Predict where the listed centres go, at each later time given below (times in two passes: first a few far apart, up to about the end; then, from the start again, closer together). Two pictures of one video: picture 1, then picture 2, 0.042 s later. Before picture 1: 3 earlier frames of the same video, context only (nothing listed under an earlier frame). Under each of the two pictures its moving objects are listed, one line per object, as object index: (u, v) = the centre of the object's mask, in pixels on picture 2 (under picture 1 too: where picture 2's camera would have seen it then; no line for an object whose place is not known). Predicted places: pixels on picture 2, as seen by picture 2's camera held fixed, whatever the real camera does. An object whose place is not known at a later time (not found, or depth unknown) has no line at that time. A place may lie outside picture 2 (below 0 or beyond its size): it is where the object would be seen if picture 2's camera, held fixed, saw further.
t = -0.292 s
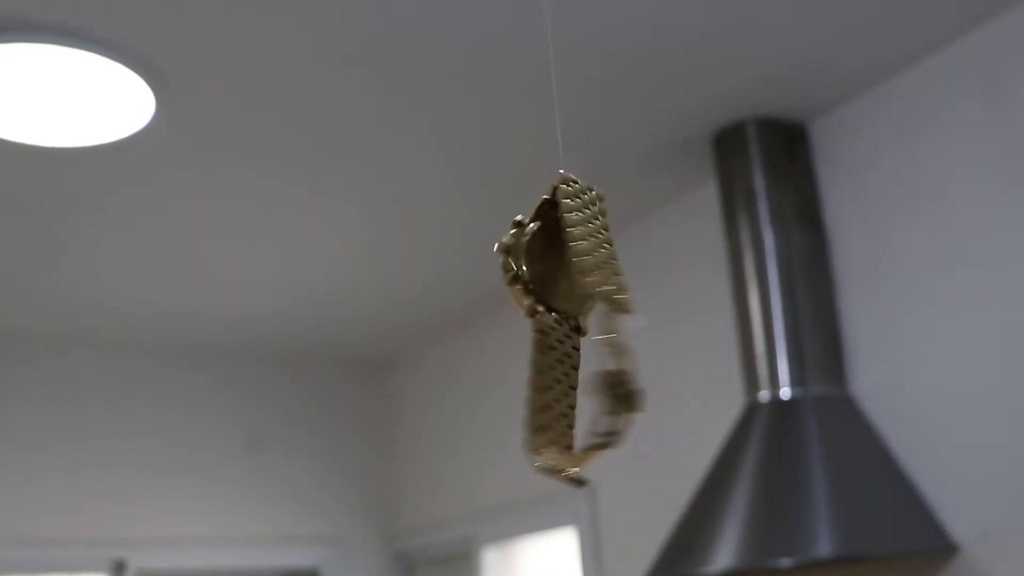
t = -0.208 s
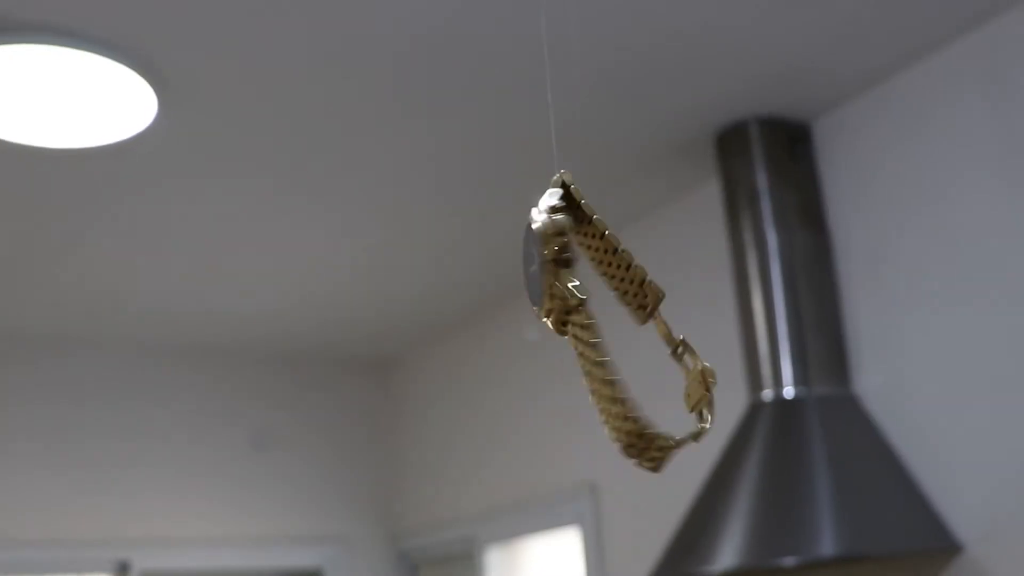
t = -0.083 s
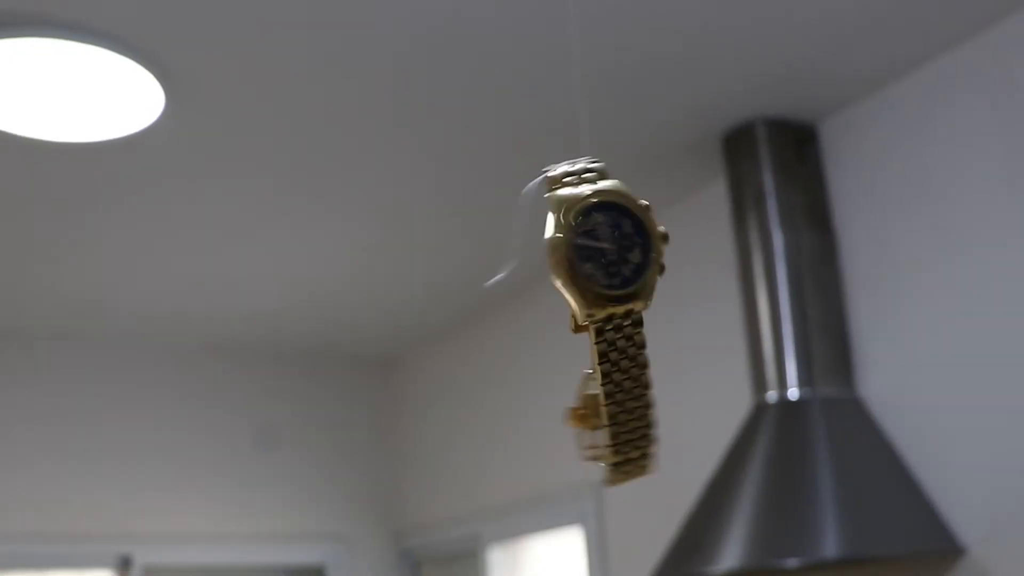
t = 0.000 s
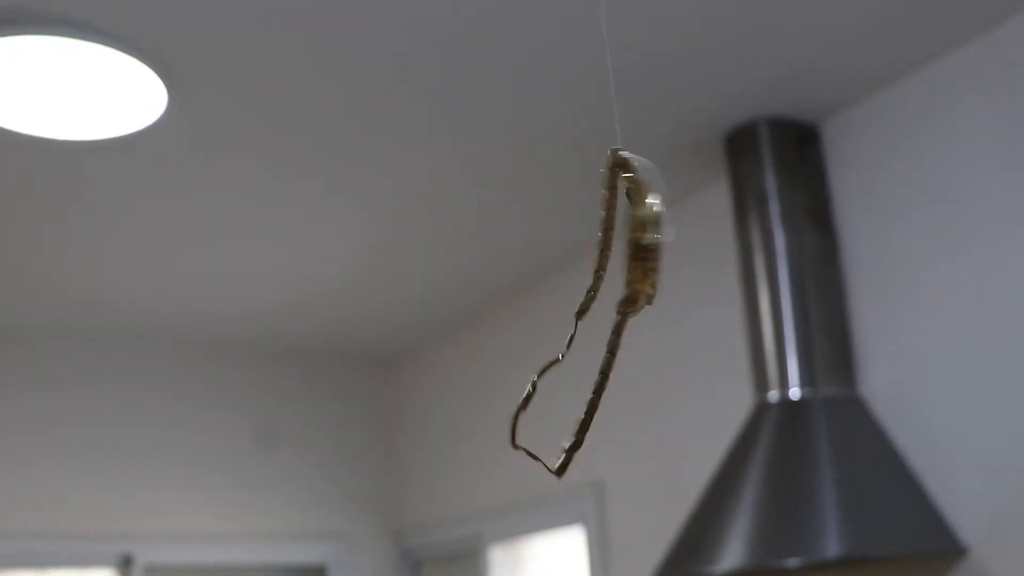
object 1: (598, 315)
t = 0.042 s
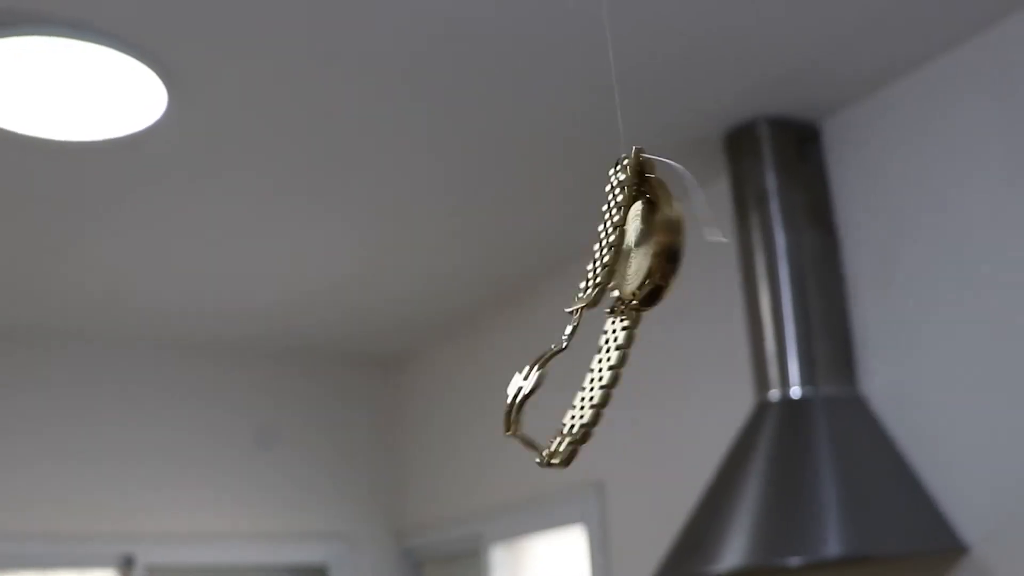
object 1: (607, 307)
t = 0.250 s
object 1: (650, 310)
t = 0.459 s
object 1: (583, 294)
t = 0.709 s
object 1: (594, 297)
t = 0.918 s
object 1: (528, 300)
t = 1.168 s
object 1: (574, 327)
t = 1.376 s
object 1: (560, 328)
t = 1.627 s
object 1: (628, 335)
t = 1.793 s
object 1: (601, 332)
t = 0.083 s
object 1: (616, 302)
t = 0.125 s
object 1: (624, 294)
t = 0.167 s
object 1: (640, 305)
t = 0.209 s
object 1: (651, 309)
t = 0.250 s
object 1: (650, 310)
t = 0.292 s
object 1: (627, 297)
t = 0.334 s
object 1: (619, 284)
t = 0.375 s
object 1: (612, 295)
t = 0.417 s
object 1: (587, 301)
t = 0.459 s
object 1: (583, 294)
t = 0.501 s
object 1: (583, 287)
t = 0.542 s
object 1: (586, 275)
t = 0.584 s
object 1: (584, 281)
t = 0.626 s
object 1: (593, 286)
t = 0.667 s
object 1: (603, 296)
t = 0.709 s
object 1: (594, 297)
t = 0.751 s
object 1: (560, 279)
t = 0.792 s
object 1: (557, 273)
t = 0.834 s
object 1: (541, 288)
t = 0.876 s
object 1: (529, 304)
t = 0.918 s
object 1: (528, 300)
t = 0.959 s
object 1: (532, 305)
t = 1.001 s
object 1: (542, 299)
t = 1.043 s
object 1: (546, 306)
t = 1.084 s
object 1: (568, 318)
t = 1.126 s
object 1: (581, 327)
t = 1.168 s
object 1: (574, 327)
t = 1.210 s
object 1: (560, 314)
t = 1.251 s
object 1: (563, 310)
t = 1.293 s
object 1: (563, 323)
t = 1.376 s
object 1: (560, 328)
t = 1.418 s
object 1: (573, 325)
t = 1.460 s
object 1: (587, 315)
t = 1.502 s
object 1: (597, 325)
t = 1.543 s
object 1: (612, 330)
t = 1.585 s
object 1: (632, 339)
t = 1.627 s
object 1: (628, 335)
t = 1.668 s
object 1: (610, 316)
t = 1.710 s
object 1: (613, 313)
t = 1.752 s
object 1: (606, 323)
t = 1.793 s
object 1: (601, 332)
